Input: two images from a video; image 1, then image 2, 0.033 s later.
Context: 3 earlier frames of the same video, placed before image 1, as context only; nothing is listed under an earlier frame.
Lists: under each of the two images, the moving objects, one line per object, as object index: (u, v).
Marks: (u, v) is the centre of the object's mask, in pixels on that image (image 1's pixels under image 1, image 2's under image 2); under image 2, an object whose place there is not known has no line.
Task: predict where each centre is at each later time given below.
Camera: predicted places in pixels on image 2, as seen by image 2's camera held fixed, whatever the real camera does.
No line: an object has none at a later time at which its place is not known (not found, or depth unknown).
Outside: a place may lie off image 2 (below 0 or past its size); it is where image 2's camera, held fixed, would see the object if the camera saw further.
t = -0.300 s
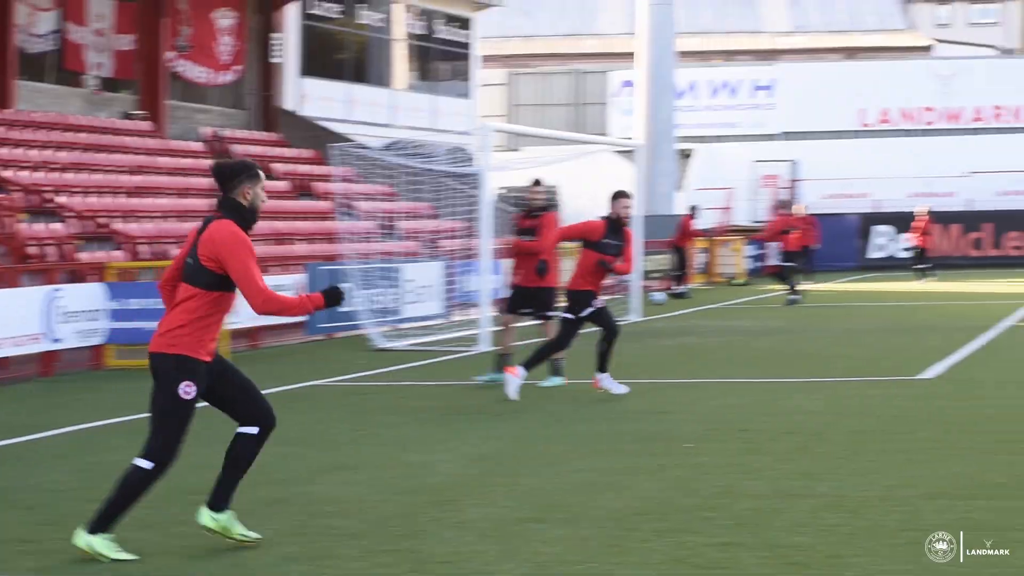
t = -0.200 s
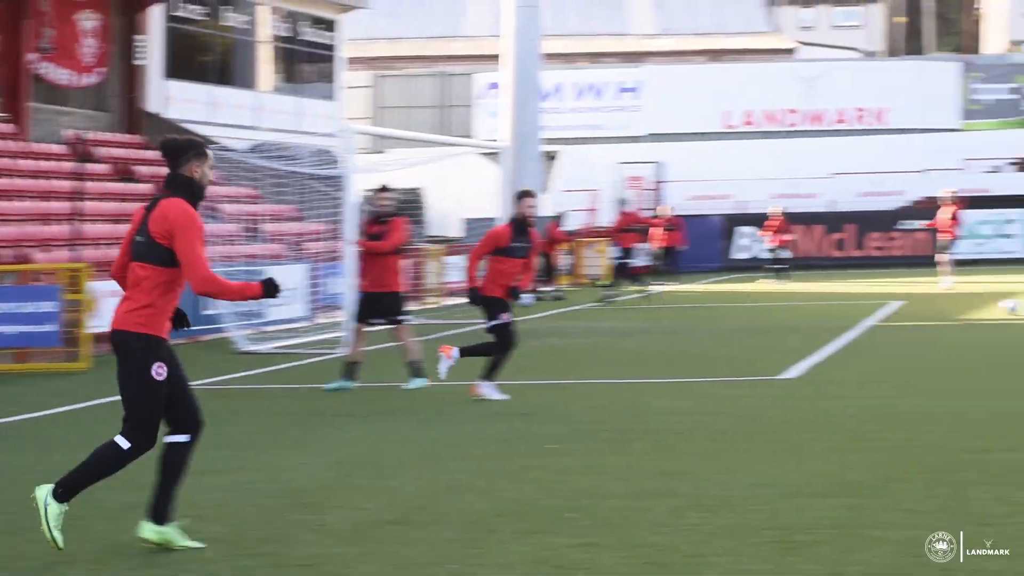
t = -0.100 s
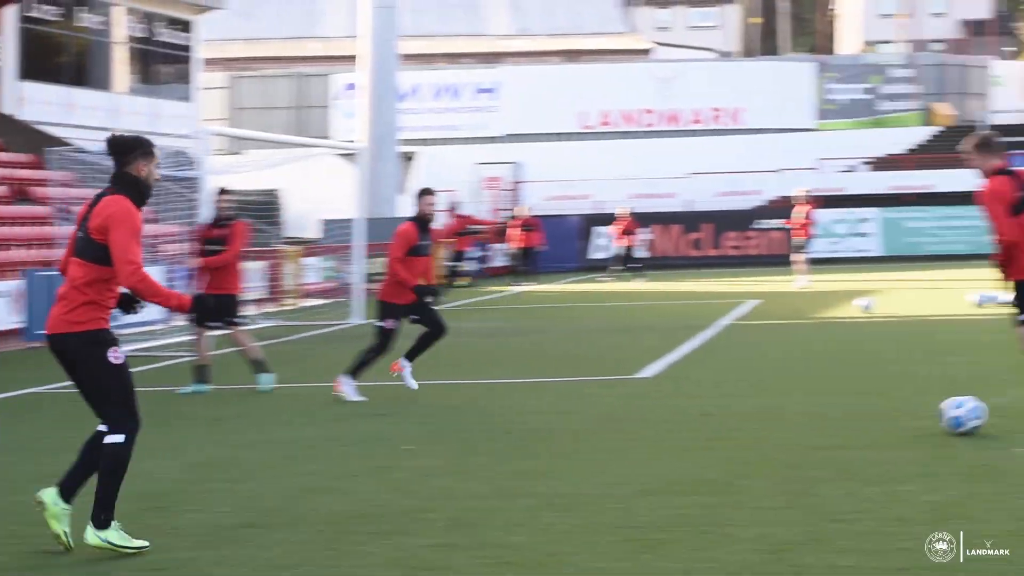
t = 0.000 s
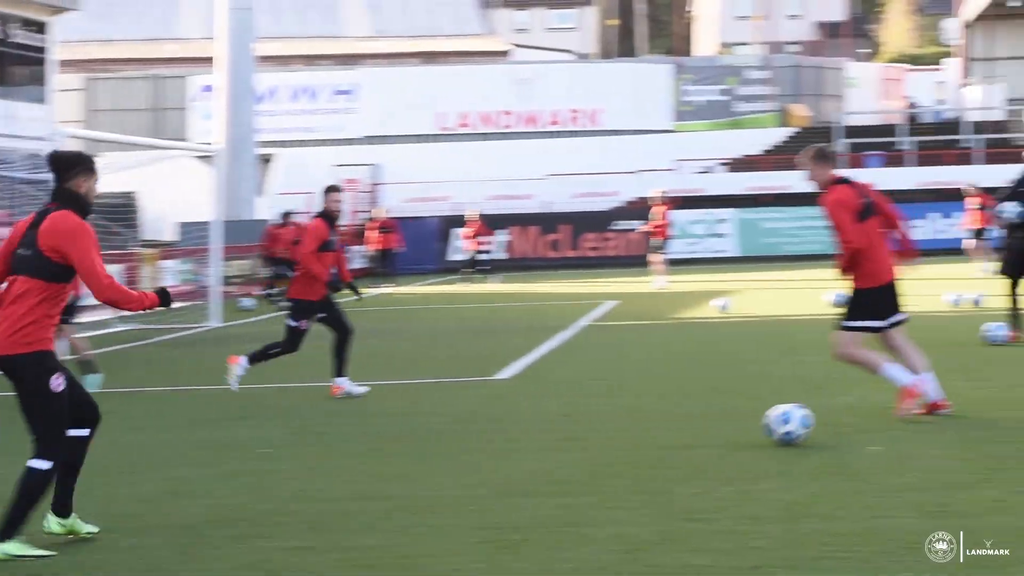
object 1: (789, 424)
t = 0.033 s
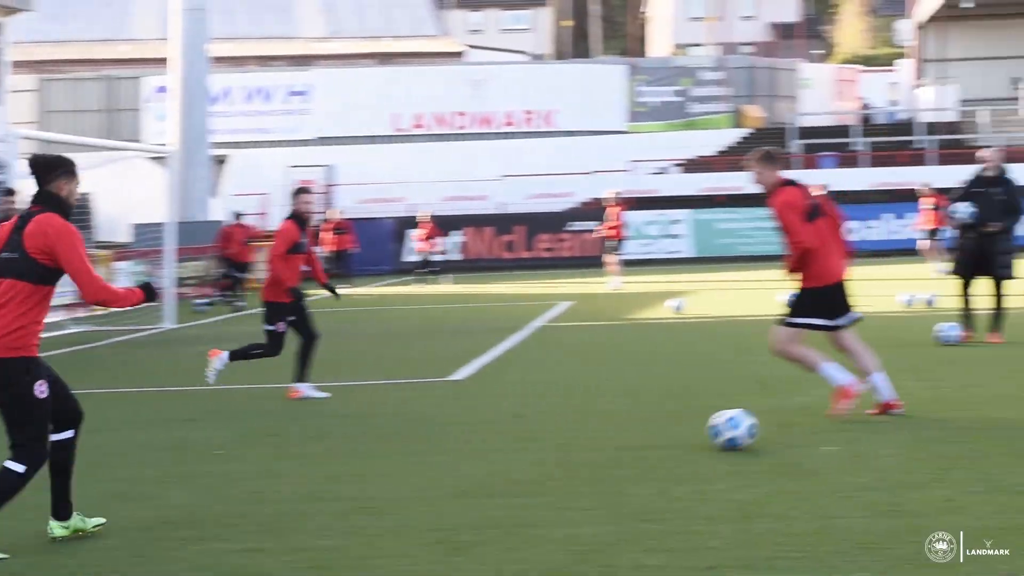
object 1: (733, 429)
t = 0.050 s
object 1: (727, 432)
